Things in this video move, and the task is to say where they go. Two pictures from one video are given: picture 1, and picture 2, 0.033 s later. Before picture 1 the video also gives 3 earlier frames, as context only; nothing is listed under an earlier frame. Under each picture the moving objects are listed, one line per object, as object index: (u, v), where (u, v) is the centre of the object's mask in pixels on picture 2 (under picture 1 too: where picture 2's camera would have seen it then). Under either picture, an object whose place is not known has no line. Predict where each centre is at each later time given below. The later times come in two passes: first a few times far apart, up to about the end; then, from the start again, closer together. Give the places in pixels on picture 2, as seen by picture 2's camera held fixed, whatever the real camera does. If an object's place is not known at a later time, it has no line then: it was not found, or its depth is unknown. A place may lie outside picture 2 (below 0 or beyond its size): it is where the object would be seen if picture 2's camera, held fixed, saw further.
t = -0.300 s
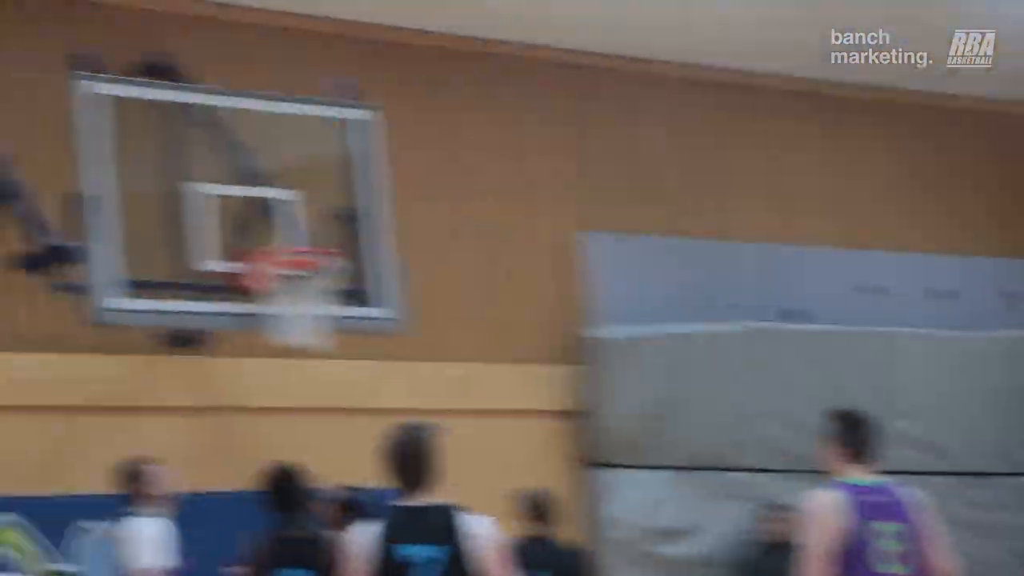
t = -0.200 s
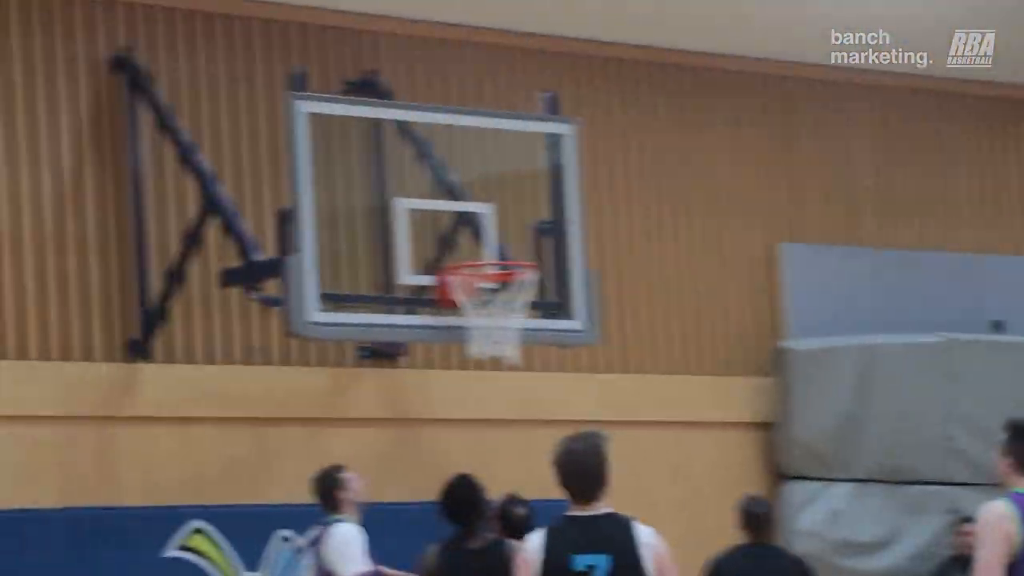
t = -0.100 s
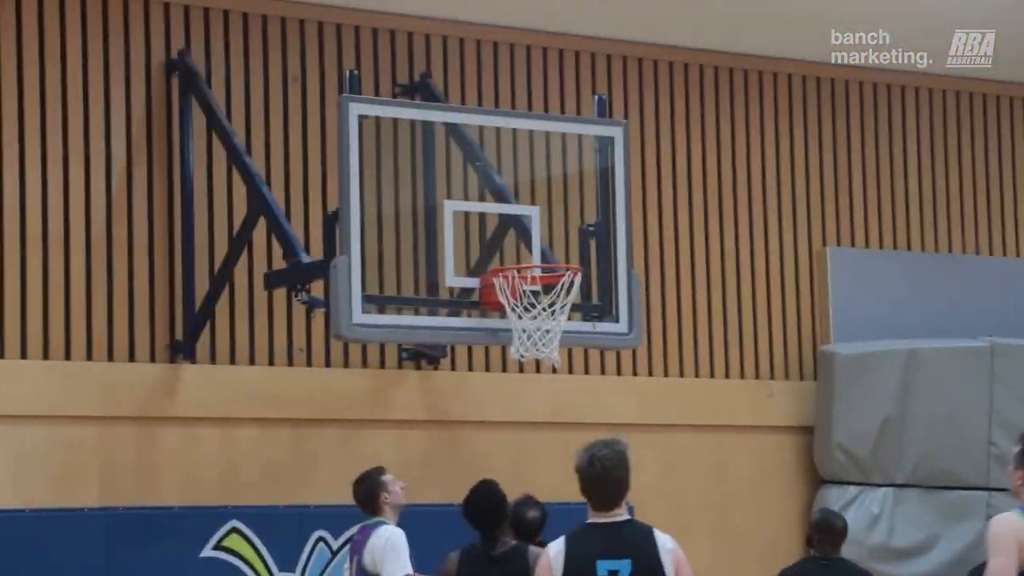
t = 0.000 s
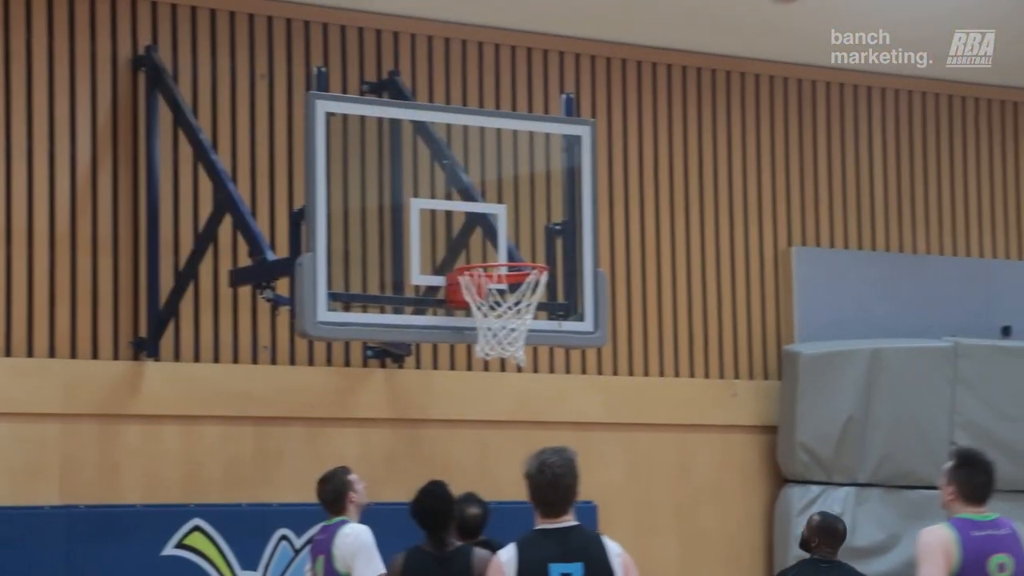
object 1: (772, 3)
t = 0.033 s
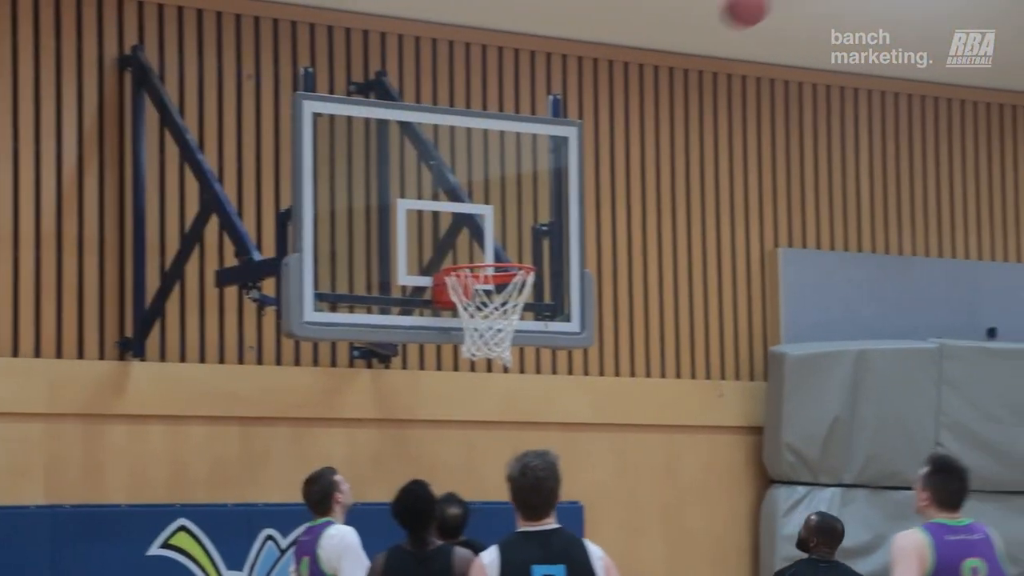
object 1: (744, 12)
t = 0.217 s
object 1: (579, 166)
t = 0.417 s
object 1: (478, 282)
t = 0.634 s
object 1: (534, 304)
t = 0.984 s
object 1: (479, 368)
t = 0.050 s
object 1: (730, 18)
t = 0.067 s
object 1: (713, 29)
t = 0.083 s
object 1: (699, 41)
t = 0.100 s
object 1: (682, 55)
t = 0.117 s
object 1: (666, 70)
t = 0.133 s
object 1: (652, 84)
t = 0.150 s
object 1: (636, 100)
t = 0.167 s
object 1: (622, 115)
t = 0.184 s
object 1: (609, 132)
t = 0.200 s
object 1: (595, 148)
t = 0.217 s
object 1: (579, 166)
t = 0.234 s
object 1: (565, 183)
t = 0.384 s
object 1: (475, 271)
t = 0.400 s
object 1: (472, 281)
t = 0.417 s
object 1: (478, 282)
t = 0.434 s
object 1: (482, 284)
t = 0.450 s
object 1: (493, 286)
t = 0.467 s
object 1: (500, 290)
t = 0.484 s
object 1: (507, 294)
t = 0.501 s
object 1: (516, 296)
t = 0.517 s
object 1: (519, 298)
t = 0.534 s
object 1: (524, 298)
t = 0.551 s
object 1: (528, 296)
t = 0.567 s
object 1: (529, 301)
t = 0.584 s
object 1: (530, 302)
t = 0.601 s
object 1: (532, 302)
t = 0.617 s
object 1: (533, 303)
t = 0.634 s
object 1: (534, 304)
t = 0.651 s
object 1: (534, 304)
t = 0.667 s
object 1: (533, 304)
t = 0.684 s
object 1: (534, 306)
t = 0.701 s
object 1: (532, 307)
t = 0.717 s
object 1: (531, 309)
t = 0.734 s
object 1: (529, 311)
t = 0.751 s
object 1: (529, 312)
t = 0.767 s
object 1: (526, 315)
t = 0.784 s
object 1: (524, 319)
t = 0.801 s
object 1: (523, 322)
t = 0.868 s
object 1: (510, 333)
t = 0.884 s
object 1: (506, 337)
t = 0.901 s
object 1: (501, 339)
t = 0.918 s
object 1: (497, 345)
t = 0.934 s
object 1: (493, 350)
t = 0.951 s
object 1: (489, 353)
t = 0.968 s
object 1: (483, 360)
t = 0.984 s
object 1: (479, 368)
